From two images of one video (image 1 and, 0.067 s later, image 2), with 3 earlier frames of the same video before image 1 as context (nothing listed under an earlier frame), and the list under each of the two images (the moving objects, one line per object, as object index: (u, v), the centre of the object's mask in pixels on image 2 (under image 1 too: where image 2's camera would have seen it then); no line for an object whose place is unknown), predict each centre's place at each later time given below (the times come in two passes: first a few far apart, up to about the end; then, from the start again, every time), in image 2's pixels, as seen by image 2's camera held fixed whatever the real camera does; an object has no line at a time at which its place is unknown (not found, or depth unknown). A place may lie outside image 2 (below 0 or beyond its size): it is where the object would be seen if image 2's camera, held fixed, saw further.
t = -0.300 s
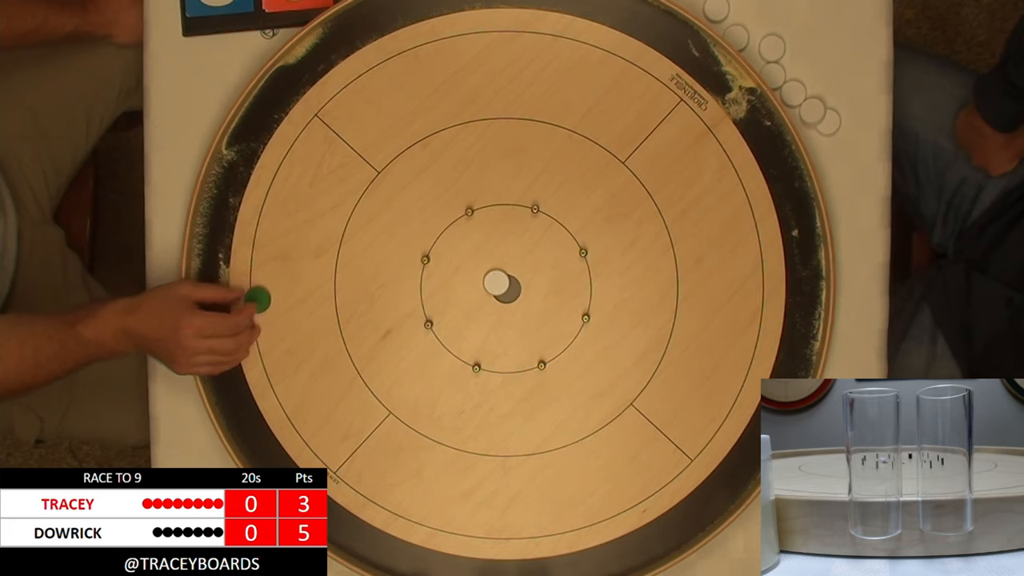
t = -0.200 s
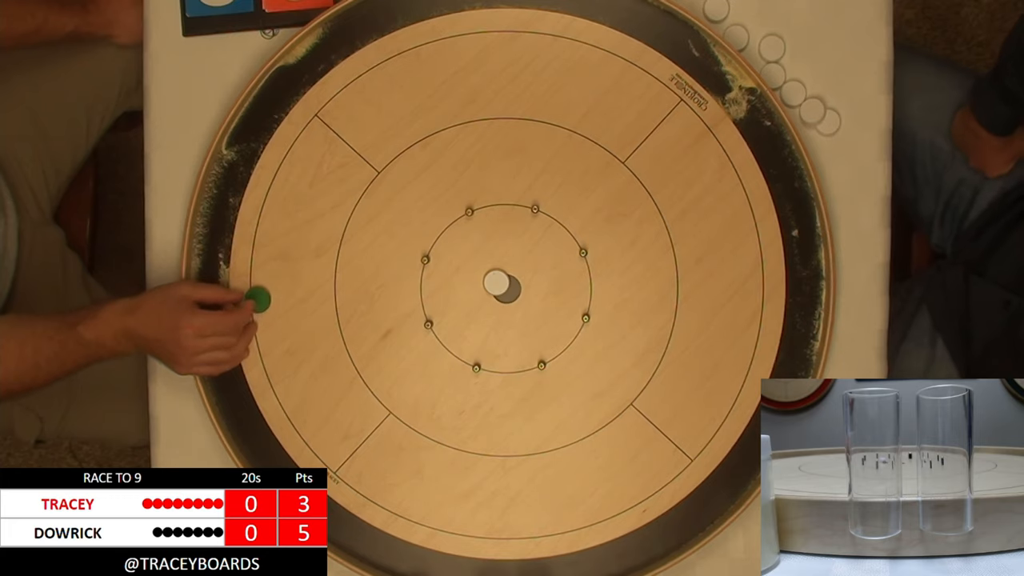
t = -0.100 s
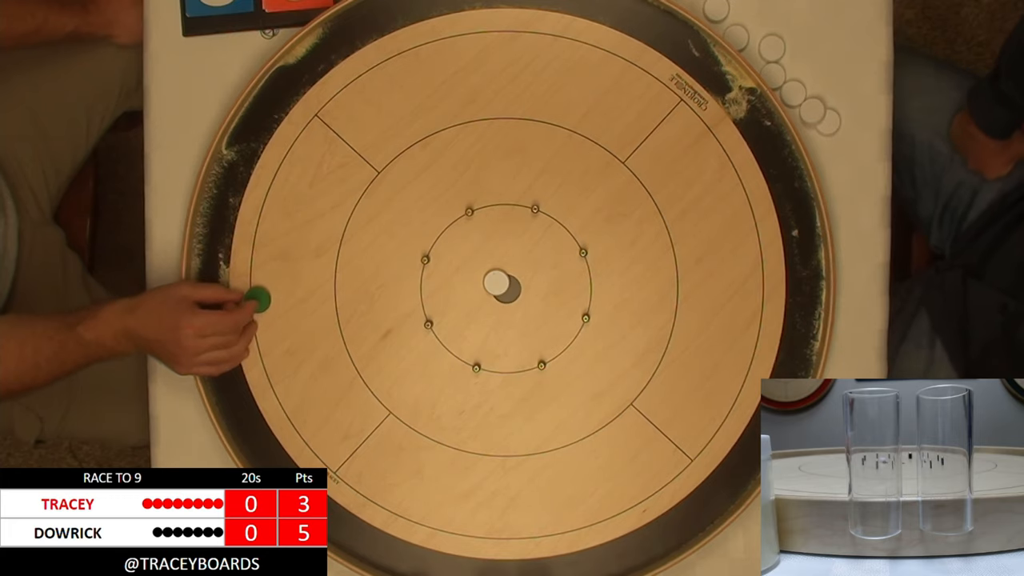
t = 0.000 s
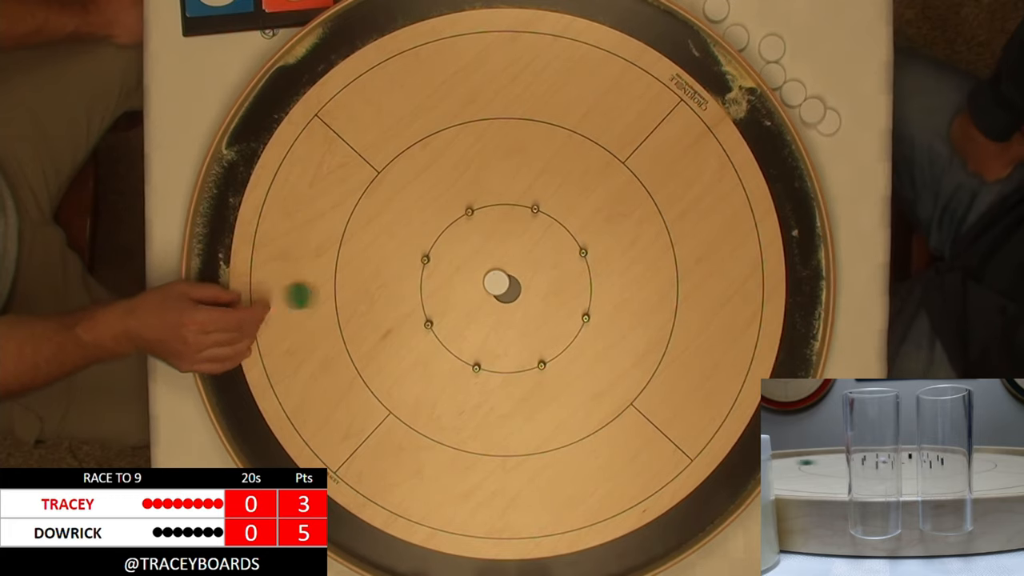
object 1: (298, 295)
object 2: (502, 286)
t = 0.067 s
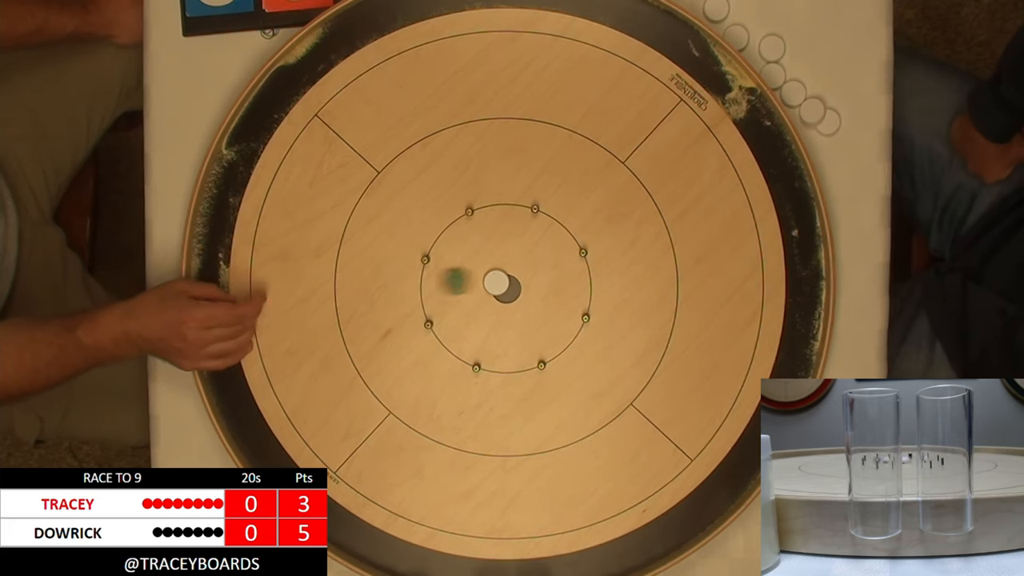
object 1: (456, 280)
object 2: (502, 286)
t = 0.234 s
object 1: (509, 243)
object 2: (780, 296)
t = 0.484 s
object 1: (532, 245)
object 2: (809, 292)
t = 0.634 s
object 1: (533, 252)
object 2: (813, 287)
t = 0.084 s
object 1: (472, 277)
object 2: (508, 286)
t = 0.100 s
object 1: (477, 273)
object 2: (546, 283)
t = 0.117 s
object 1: (481, 269)
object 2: (576, 285)
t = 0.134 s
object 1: (486, 264)
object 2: (603, 287)
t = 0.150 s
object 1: (490, 260)
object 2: (636, 288)
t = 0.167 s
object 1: (494, 257)
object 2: (664, 290)
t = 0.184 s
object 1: (498, 253)
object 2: (691, 291)
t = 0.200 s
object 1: (502, 249)
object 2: (721, 293)
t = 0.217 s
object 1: (506, 246)
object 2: (750, 294)
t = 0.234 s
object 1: (509, 243)
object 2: (780, 296)
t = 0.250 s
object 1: (513, 240)
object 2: (805, 297)
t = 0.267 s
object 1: (516, 237)
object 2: (804, 296)
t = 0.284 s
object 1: (519, 234)
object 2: (807, 296)
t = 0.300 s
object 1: (522, 232)
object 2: (813, 296)
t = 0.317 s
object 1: (525, 229)
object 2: (808, 295)
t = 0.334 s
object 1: (528, 227)
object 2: (803, 294)
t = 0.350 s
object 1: (529, 227)
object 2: (799, 294)
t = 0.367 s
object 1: (530, 230)
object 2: (800, 294)
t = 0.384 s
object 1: (530, 232)
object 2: (801, 294)
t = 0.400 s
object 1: (531, 235)
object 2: (803, 293)
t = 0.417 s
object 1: (531, 237)
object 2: (805, 293)
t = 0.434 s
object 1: (531, 240)
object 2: (806, 293)
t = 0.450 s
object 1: (532, 242)
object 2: (807, 292)
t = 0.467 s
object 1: (532, 243)
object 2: (808, 292)
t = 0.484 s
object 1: (532, 245)
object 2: (809, 292)
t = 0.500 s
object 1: (533, 247)
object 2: (809, 291)
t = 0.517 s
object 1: (533, 248)
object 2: (809, 290)
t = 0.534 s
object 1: (533, 249)
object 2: (809, 289)
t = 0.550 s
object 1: (533, 250)
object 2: (810, 289)
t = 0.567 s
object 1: (533, 251)
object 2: (811, 288)
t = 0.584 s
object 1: (533, 252)
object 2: (811, 288)
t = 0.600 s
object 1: (533, 252)
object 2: (812, 288)
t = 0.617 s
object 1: (533, 252)
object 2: (813, 287)
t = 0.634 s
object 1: (533, 252)
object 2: (813, 287)
